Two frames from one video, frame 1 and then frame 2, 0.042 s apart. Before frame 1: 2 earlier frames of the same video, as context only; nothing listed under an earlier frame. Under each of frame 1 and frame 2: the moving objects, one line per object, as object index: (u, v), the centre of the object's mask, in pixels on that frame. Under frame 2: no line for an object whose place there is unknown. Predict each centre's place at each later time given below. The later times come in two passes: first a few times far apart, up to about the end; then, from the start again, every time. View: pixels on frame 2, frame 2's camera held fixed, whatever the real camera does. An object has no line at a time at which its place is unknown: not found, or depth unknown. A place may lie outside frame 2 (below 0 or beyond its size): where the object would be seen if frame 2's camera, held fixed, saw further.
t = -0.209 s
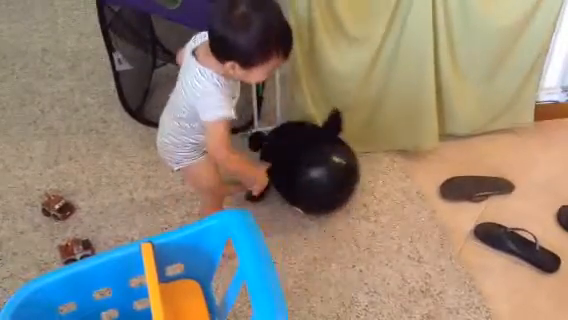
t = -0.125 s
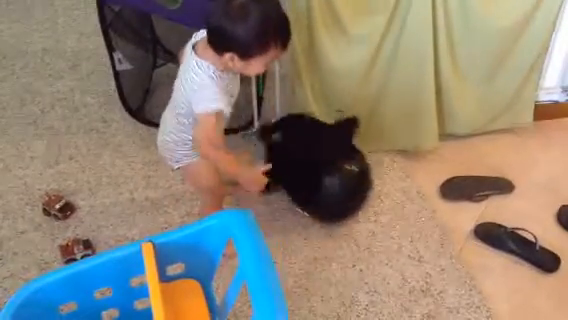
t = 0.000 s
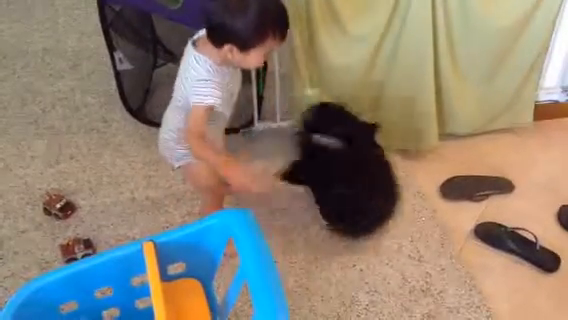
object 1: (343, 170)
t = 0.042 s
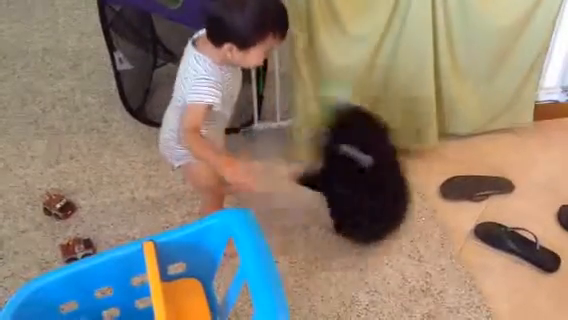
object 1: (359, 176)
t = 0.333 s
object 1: (458, 248)
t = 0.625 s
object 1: (457, 254)
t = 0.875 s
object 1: (407, 200)
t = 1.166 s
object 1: (333, 170)
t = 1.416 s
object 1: (325, 172)
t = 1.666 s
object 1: (365, 185)
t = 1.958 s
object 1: (413, 210)
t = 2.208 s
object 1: (411, 205)
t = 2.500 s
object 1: (378, 185)
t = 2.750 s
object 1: (359, 181)
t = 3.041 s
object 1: (368, 184)
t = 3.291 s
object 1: (378, 188)
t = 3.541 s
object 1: (379, 188)
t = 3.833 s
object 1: (377, 188)
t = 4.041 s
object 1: (377, 188)
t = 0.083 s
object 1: (378, 185)
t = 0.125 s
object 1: (392, 193)
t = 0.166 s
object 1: (409, 204)
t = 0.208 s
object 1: (423, 218)
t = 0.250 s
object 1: (436, 230)
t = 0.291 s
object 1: (445, 241)
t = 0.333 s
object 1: (458, 248)
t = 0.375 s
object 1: (459, 253)
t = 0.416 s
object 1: (463, 257)
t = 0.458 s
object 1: (465, 258)
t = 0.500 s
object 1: (467, 260)
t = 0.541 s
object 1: (466, 259)
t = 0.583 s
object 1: (463, 257)
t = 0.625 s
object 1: (457, 254)
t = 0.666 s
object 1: (455, 248)
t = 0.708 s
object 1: (450, 241)
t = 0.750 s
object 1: (442, 232)
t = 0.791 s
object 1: (431, 223)
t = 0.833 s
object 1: (422, 211)
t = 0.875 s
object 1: (407, 200)
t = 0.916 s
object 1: (392, 191)
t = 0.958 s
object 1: (380, 184)
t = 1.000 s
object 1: (367, 179)
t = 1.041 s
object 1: (357, 173)
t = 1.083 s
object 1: (347, 172)
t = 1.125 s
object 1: (339, 170)
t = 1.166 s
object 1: (333, 170)
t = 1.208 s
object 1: (327, 170)
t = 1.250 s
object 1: (324, 171)
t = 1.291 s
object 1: (323, 171)
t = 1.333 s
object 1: (323, 171)
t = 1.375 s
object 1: (323, 172)
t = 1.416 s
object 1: (325, 172)
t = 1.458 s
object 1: (329, 174)
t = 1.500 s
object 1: (334, 175)
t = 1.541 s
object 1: (340, 175)
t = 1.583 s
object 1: (347, 178)
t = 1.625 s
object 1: (356, 181)
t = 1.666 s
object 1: (365, 185)
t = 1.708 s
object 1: (373, 188)
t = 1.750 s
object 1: (381, 192)
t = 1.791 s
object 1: (390, 197)
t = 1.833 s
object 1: (397, 202)
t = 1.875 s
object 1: (404, 205)
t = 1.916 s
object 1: (409, 208)
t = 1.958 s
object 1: (413, 210)
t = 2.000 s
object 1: (416, 211)
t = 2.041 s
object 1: (417, 211)
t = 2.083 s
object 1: (417, 210)
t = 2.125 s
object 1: (416, 209)
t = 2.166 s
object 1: (414, 207)
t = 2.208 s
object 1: (411, 205)
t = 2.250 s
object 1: (407, 202)
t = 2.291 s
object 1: (403, 199)
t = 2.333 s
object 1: (398, 196)
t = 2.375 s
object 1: (393, 193)
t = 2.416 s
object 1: (388, 190)
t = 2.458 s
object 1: (382, 187)
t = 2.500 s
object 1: (378, 185)
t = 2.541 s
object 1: (373, 183)
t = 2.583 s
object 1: (368, 182)
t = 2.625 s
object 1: (365, 181)
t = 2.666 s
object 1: (362, 181)
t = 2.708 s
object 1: (360, 181)
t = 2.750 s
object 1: (359, 181)
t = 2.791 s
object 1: (359, 181)
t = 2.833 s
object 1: (359, 181)
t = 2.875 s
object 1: (360, 181)
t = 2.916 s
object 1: (362, 182)
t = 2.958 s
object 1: (364, 182)
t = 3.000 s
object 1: (366, 183)
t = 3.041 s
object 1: (368, 184)
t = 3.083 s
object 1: (370, 185)
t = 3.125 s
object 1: (372, 185)
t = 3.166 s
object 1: (374, 186)
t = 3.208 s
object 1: (375, 187)
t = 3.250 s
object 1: (377, 187)
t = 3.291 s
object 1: (378, 188)
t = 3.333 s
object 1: (379, 188)
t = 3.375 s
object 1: (379, 189)
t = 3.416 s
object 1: (380, 189)
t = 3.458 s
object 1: (379, 188)
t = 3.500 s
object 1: (379, 188)
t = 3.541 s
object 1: (379, 188)
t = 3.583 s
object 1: (378, 188)
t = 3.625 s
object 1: (378, 188)
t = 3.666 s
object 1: (378, 188)
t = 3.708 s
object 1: (377, 188)
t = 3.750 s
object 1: (377, 188)
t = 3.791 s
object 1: (377, 188)
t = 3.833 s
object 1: (377, 188)
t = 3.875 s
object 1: (377, 188)
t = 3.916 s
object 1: (378, 188)
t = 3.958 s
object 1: (378, 188)
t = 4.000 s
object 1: (377, 188)
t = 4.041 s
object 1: (377, 188)
